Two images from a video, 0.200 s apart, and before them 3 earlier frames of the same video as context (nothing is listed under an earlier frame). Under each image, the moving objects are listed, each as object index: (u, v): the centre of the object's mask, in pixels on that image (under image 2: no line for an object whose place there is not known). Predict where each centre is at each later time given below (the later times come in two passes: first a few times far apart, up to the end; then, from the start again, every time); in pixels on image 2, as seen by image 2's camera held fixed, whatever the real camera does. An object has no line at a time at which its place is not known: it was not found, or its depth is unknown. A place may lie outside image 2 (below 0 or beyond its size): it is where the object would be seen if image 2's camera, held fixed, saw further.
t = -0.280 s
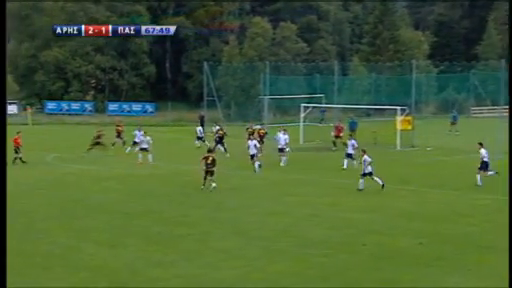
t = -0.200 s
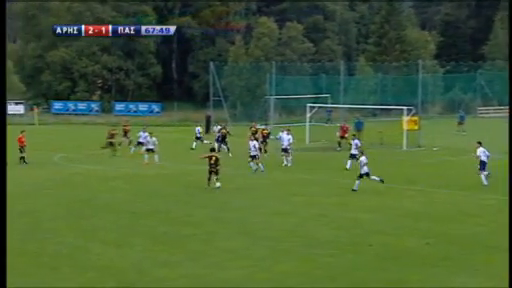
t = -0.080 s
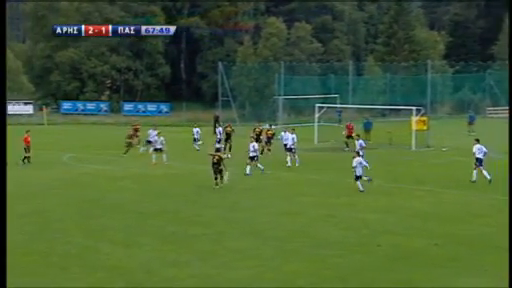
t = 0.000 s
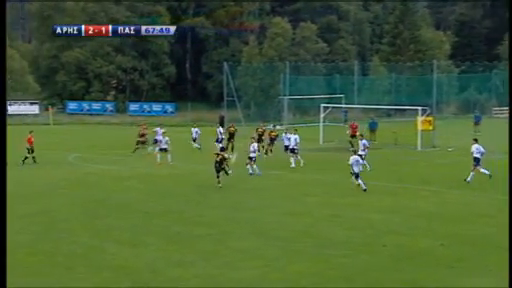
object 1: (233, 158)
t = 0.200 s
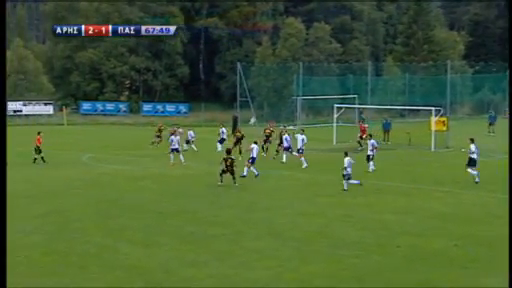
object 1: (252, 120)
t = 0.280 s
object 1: (253, 109)
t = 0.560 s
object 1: (255, 81)
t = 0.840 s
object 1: (254, 68)
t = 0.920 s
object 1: (254, 67)
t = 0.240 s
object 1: (252, 115)
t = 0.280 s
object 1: (253, 109)
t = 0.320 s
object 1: (253, 104)
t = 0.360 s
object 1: (254, 99)
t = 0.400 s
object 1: (254, 95)
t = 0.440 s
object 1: (254, 91)
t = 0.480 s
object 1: (255, 87)
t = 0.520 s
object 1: (255, 84)
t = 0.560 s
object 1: (255, 81)
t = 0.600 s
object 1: (255, 79)
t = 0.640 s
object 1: (255, 76)
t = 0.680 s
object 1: (255, 74)
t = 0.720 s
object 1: (255, 72)
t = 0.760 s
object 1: (255, 71)
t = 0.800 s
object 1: (254, 69)
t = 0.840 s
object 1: (254, 68)
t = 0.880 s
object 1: (254, 68)
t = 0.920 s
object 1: (254, 67)
